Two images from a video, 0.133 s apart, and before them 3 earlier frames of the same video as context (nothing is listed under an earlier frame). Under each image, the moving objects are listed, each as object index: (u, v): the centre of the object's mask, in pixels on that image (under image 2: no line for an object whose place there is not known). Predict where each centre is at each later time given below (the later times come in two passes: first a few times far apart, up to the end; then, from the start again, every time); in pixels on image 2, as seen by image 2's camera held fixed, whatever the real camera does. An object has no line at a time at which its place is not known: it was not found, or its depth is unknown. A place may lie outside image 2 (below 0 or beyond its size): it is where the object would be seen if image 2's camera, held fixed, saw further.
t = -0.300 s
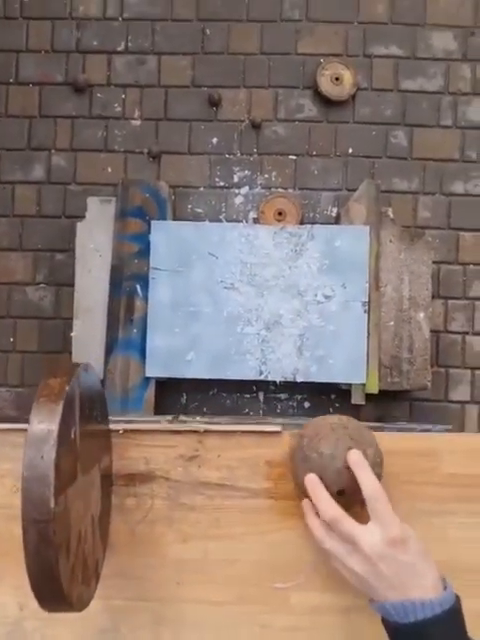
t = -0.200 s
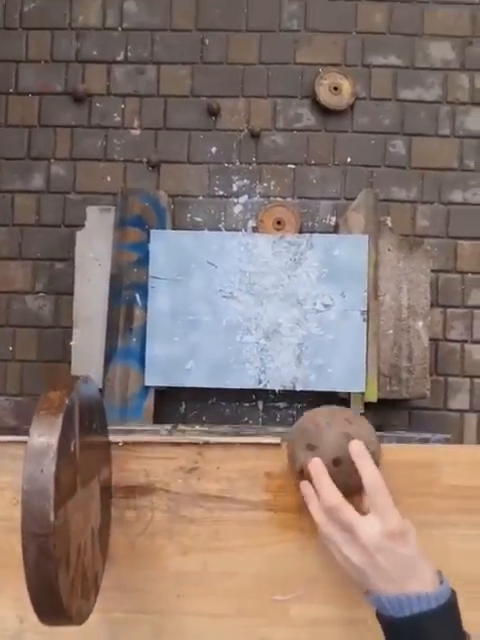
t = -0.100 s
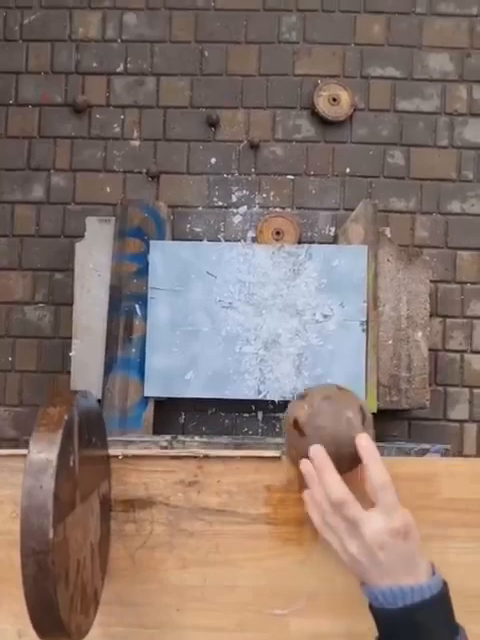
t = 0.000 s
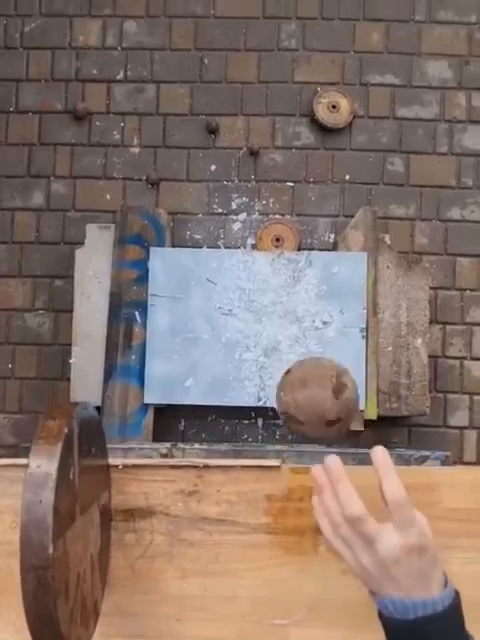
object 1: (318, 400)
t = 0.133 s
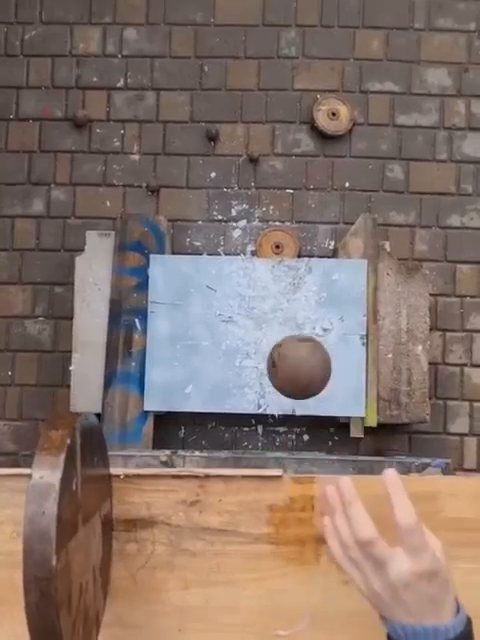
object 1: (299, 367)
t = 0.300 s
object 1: (279, 342)
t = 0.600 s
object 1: (281, 285)
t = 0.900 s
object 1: (288, 237)
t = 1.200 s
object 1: (295, 177)
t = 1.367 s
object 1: (296, 152)
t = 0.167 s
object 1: (294, 360)
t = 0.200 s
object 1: (290, 355)
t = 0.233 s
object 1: (286, 350)
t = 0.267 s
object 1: (282, 346)
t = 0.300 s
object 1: (279, 342)
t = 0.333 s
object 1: (276, 340)
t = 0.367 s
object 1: (273, 338)
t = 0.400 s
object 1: (271, 337)
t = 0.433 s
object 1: (271, 332)
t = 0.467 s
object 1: (273, 322)
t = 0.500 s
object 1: (275, 313)
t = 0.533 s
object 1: (277, 303)
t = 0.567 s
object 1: (279, 294)
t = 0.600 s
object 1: (281, 285)
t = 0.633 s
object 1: (282, 276)
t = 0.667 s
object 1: (284, 269)
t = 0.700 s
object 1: (285, 262)
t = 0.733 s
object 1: (285, 255)
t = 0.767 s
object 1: (286, 247)
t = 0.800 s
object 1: (287, 242)
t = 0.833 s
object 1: (287, 240)
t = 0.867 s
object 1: (289, 235)
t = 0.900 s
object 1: (288, 237)
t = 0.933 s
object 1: (288, 228)
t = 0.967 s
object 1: (290, 218)
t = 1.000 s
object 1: (290, 215)
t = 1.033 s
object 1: (292, 209)
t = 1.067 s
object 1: (293, 203)
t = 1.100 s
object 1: (293, 195)
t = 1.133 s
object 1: (293, 189)
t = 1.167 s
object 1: (293, 184)
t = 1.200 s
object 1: (295, 177)
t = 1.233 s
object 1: (295, 172)
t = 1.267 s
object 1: (295, 168)
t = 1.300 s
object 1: (295, 163)
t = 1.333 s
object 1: (294, 154)
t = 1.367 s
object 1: (296, 152)
